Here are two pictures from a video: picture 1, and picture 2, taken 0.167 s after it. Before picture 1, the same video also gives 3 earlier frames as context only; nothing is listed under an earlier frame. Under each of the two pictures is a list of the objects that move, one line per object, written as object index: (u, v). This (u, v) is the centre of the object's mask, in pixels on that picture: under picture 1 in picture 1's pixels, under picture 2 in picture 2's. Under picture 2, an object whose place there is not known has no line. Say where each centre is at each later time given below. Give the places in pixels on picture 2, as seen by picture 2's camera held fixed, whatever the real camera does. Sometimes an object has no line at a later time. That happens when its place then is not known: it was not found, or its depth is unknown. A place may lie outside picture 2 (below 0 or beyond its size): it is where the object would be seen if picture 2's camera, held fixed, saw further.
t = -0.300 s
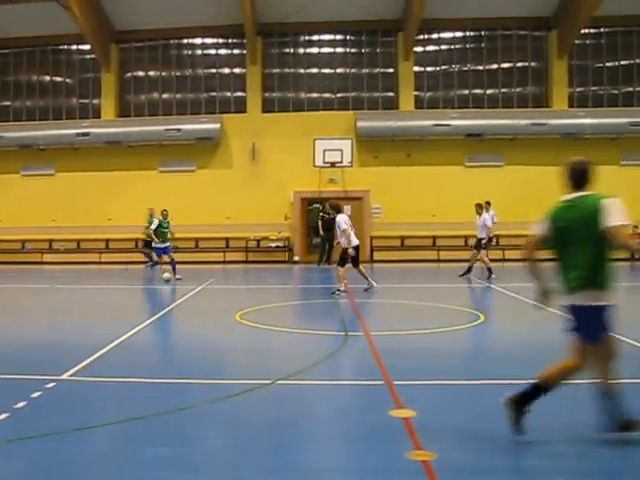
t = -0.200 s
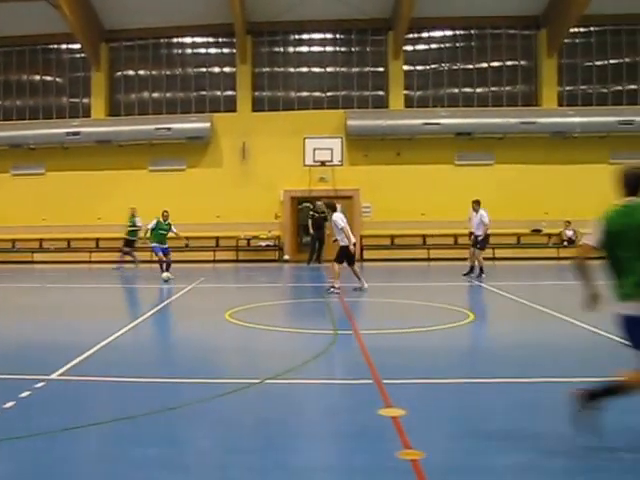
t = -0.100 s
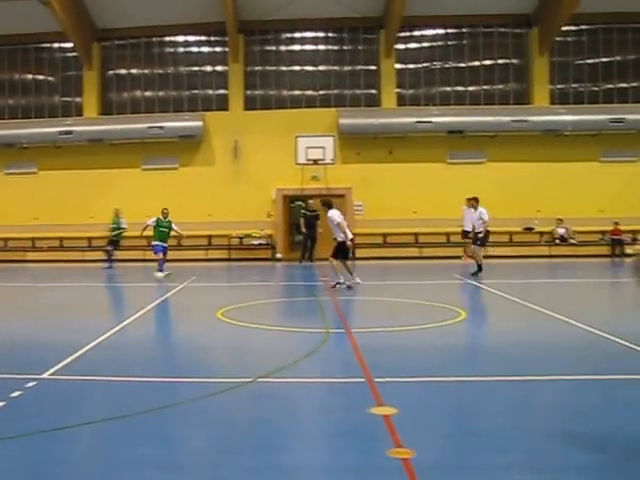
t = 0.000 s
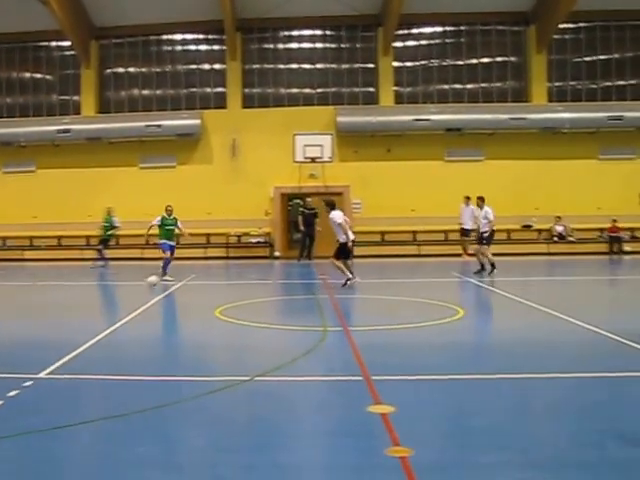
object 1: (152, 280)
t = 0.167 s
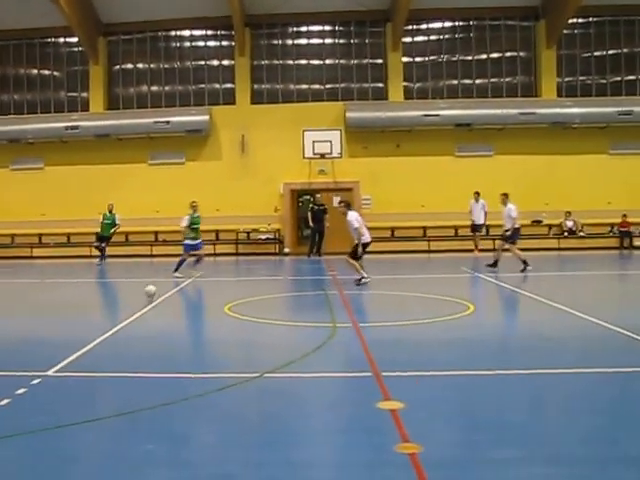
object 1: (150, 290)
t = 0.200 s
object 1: (145, 294)
